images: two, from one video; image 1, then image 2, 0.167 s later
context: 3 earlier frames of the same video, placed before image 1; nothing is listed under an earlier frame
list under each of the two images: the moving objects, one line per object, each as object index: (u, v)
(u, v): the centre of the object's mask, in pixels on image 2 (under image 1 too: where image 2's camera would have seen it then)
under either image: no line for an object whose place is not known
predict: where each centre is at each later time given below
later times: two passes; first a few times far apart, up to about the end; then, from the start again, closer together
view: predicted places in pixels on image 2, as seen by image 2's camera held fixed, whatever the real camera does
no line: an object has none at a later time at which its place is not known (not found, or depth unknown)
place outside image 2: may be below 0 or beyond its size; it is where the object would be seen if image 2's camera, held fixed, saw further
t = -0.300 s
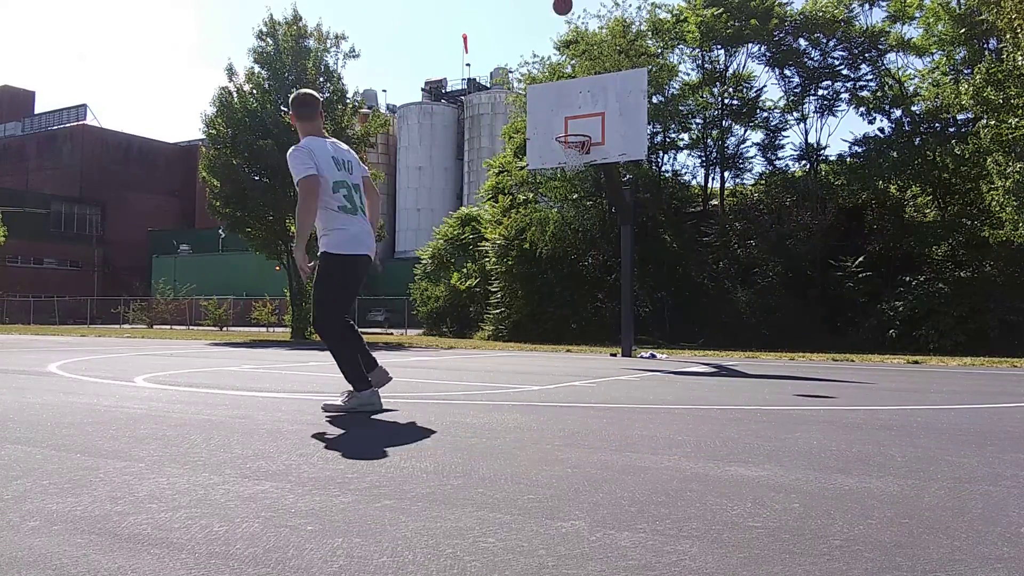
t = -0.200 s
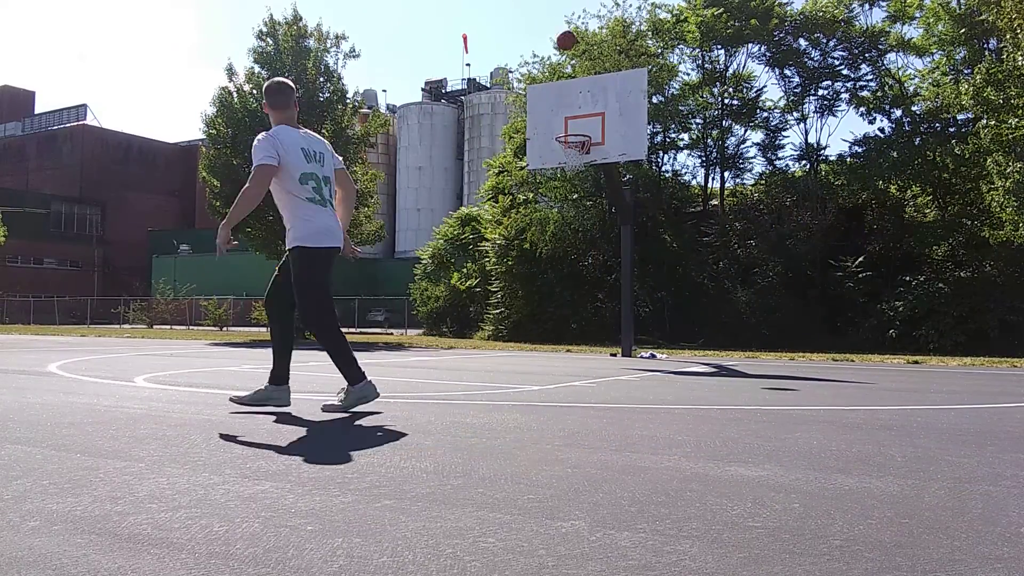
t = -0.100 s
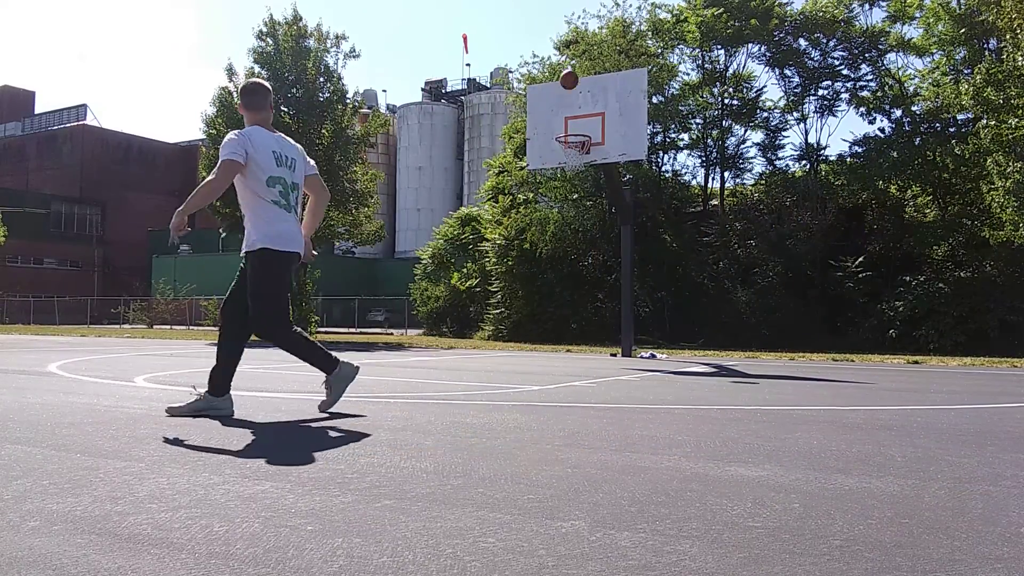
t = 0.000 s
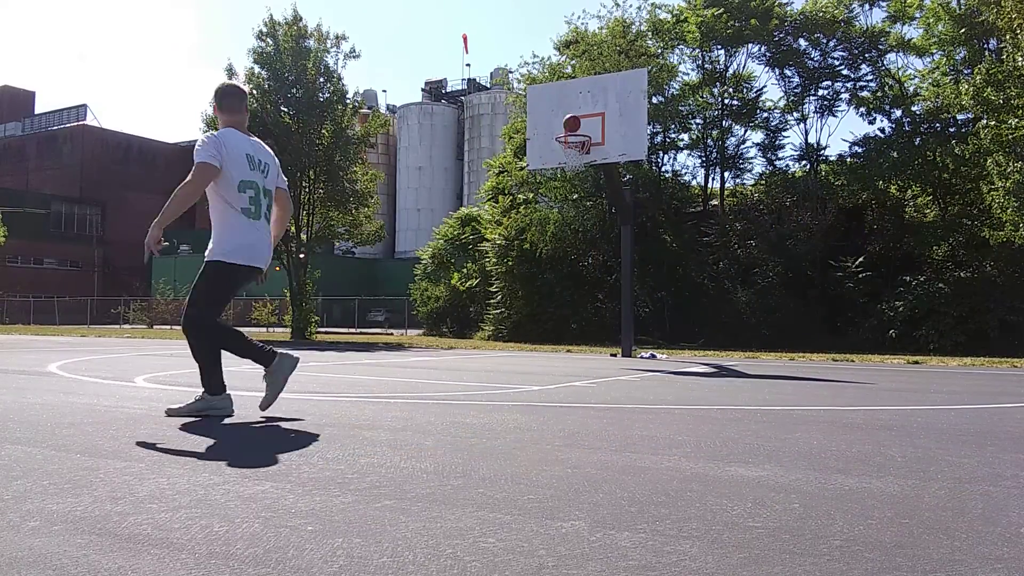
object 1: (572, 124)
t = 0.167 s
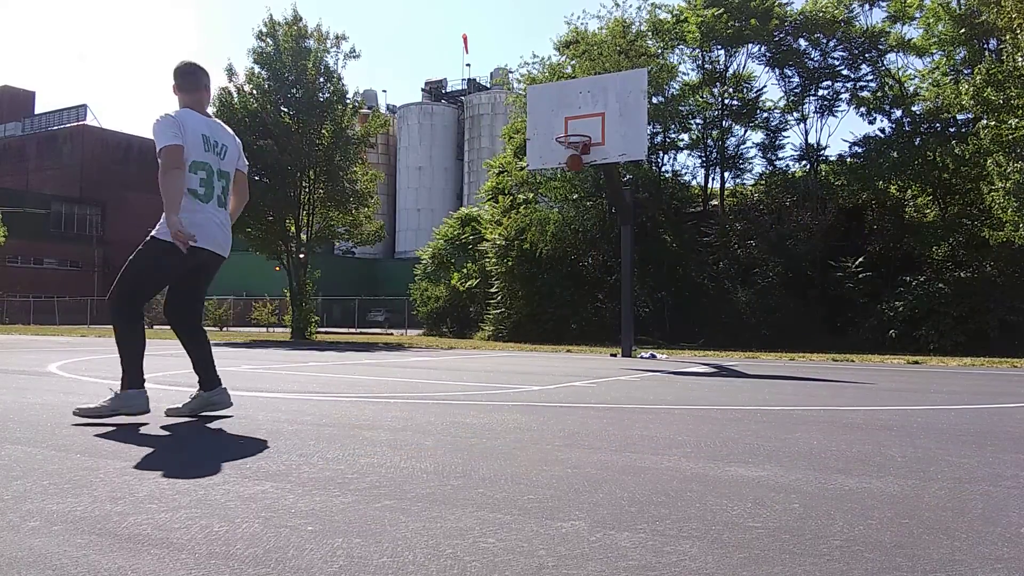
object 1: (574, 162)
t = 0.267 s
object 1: (574, 178)
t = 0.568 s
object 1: (566, 275)
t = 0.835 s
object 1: (565, 315)
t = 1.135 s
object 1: (571, 238)
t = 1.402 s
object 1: (574, 223)
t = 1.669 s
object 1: (581, 255)
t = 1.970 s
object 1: (588, 352)
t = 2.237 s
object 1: (595, 279)
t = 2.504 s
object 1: (602, 259)
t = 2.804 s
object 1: (611, 306)
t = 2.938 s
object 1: (614, 351)
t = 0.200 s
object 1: (574, 166)
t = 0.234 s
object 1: (573, 172)
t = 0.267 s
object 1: (574, 178)
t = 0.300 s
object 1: (573, 187)
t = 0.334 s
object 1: (572, 196)
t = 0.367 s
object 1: (572, 204)
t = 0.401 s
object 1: (571, 214)
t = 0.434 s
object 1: (570, 225)
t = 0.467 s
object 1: (569, 235)
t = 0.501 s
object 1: (568, 248)
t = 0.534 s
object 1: (567, 261)
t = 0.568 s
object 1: (566, 275)
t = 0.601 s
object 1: (566, 289)
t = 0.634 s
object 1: (565, 304)
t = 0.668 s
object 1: (565, 320)
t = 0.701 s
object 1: (564, 336)
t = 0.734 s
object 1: (564, 352)
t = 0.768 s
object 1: (564, 339)
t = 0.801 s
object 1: (564, 327)
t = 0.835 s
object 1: (565, 315)
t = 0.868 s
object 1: (565, 304)
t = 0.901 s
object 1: (566, 293)
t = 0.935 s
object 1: (567, 283)
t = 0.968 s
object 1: (567, 274)
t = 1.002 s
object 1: (569, 265)
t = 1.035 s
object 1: (569, 257)
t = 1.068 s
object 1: (569, 250)
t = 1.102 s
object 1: (571, 244)
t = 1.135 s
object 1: (571, 238)
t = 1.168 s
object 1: (571, 233)
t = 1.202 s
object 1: (572, 230)
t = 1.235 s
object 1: (572, 227)
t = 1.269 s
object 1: (573, 224)
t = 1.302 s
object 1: (573, 223)
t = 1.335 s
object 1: (574, 222)
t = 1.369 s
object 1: (574, 222)
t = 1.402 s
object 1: (574, 223)
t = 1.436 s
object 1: (575, 223)
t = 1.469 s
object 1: (576, 224)
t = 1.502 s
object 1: (578, 227)
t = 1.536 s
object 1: (578, 231)
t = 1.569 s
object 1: (579, 235)
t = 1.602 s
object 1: (580, 241)
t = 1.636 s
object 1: (580, 248)
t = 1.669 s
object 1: (581, 255)
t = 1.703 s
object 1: (582, 264)
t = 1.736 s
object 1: (582, 273)
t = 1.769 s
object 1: (583, 283)
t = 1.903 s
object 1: (586, 332)
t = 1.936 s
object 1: (587, 347)
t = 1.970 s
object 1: (588, 352)
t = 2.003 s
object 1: (588, 340)
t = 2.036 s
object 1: (589, 329)
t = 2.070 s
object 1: (590, 319)
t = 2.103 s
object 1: (591, 309)
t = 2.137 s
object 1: (592, 301)
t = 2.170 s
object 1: (593, 293)
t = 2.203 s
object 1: (594, 286)
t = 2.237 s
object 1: (595, 279)
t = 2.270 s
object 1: (596, 274)
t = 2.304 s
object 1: (597, 269)
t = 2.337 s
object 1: (597, 265)
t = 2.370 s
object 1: (599, 263)
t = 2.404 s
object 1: (600, 260)
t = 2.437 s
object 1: (600, 259)
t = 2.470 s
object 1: (601, 259)
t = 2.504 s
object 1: (602, 259)
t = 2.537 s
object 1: (603, 261)
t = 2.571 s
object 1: (604, 263)
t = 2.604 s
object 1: (606, 267)
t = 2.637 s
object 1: (606, 271)
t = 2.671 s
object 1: (607, 276)
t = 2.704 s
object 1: (608, 282)
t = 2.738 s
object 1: (609, 289)
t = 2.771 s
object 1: (610, 297)
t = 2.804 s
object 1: (611, 306)
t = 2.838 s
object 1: (612, 316)
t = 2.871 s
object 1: (613, 327)
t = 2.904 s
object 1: (613, 338)
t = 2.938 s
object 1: (614, 351)
